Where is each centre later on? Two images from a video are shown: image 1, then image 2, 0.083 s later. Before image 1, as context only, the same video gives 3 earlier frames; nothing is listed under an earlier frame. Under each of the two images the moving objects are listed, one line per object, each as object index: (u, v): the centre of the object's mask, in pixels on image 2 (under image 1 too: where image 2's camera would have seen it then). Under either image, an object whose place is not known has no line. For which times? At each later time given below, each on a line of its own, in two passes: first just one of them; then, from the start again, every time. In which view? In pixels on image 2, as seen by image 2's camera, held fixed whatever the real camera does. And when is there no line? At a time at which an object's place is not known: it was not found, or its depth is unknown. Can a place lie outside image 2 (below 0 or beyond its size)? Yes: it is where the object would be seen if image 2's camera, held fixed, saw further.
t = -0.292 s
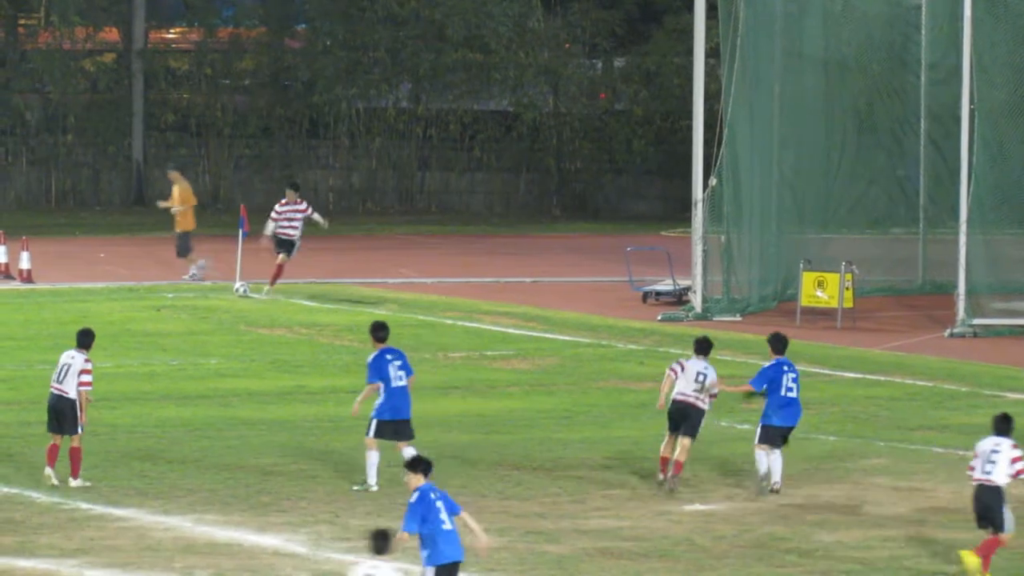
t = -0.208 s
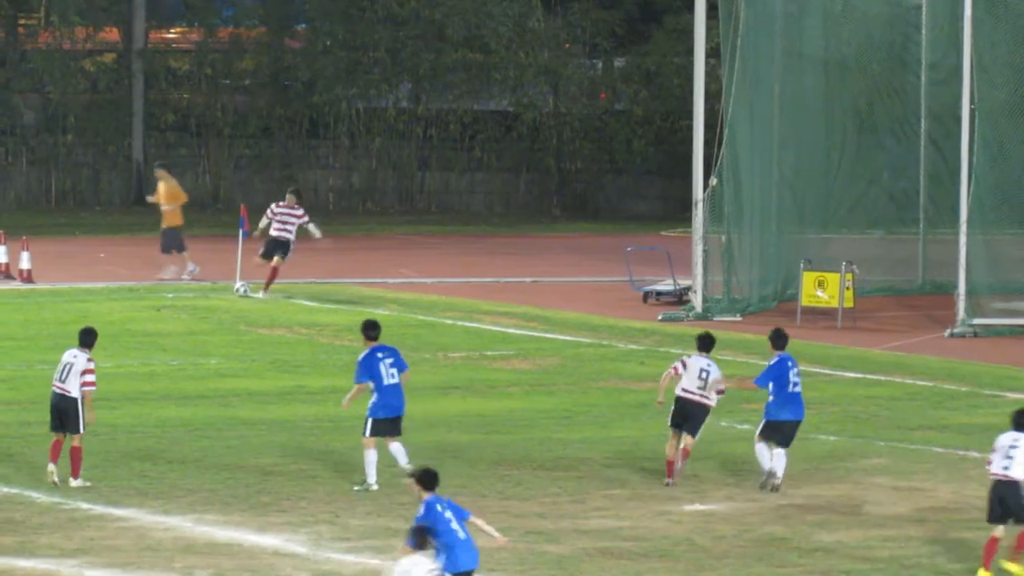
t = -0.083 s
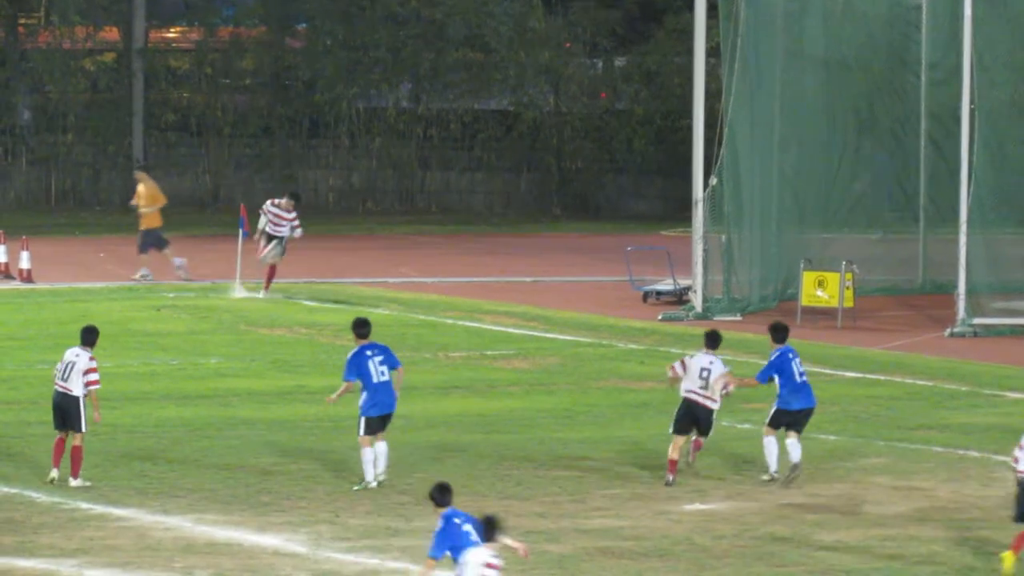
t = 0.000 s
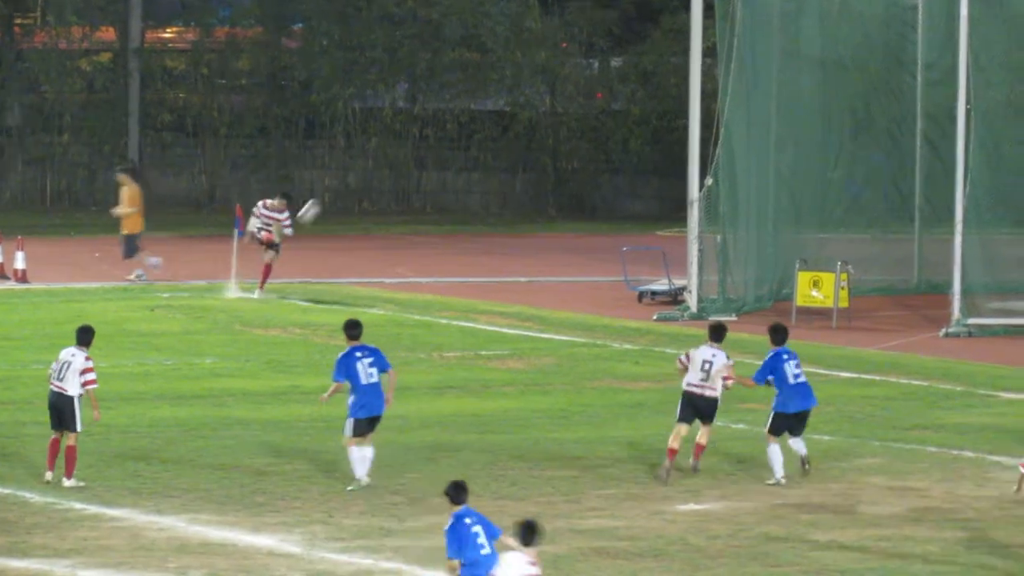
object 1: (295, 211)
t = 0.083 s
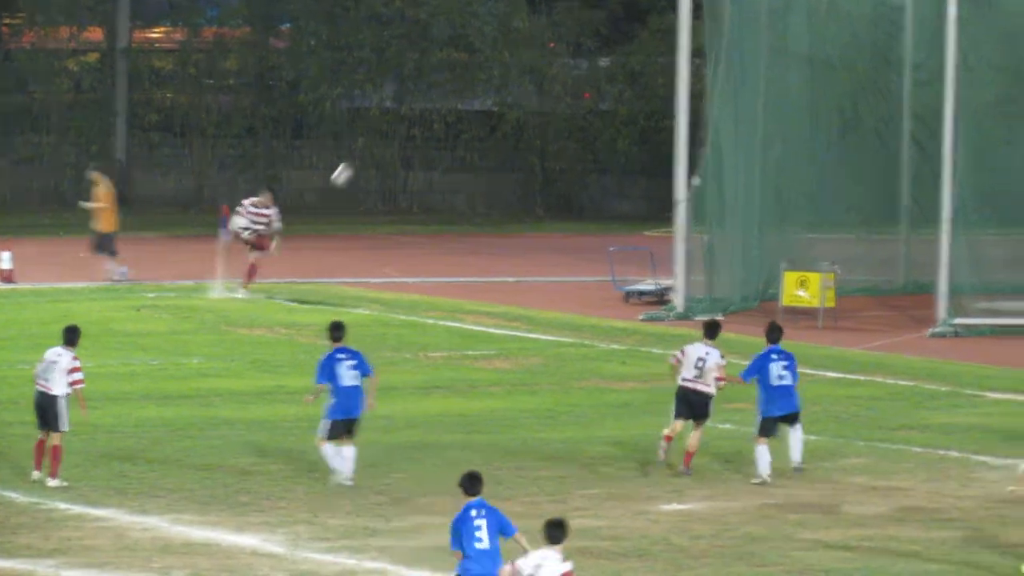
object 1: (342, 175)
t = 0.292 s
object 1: (472, 102)
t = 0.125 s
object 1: (367, 158)
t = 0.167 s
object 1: (392, 142)
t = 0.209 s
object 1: (418, 128)
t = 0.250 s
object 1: (445, 115)
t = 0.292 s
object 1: (472, 102)
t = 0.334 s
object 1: (499, 90)
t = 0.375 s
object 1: (526, 80)
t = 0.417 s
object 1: (558, 72)
